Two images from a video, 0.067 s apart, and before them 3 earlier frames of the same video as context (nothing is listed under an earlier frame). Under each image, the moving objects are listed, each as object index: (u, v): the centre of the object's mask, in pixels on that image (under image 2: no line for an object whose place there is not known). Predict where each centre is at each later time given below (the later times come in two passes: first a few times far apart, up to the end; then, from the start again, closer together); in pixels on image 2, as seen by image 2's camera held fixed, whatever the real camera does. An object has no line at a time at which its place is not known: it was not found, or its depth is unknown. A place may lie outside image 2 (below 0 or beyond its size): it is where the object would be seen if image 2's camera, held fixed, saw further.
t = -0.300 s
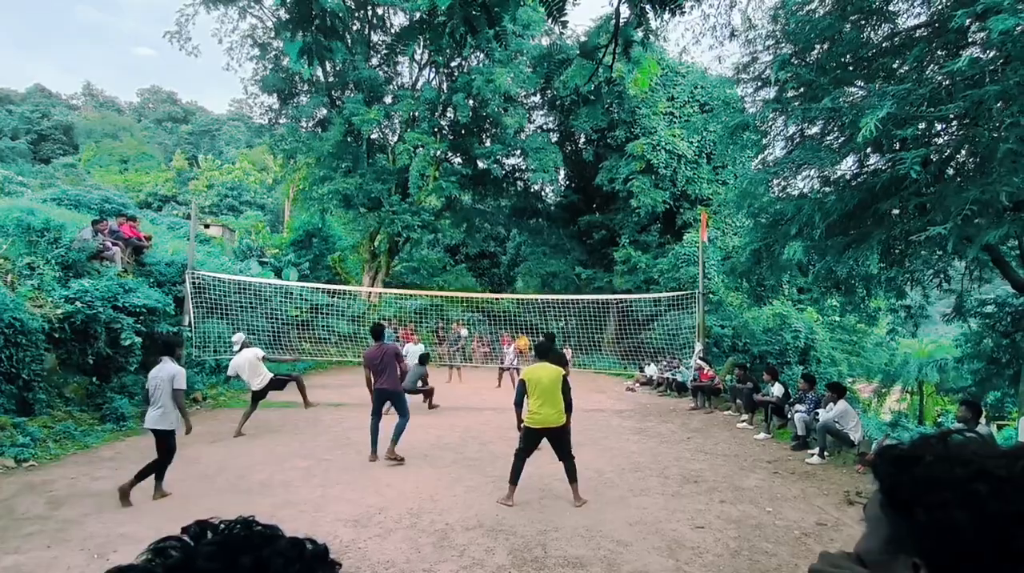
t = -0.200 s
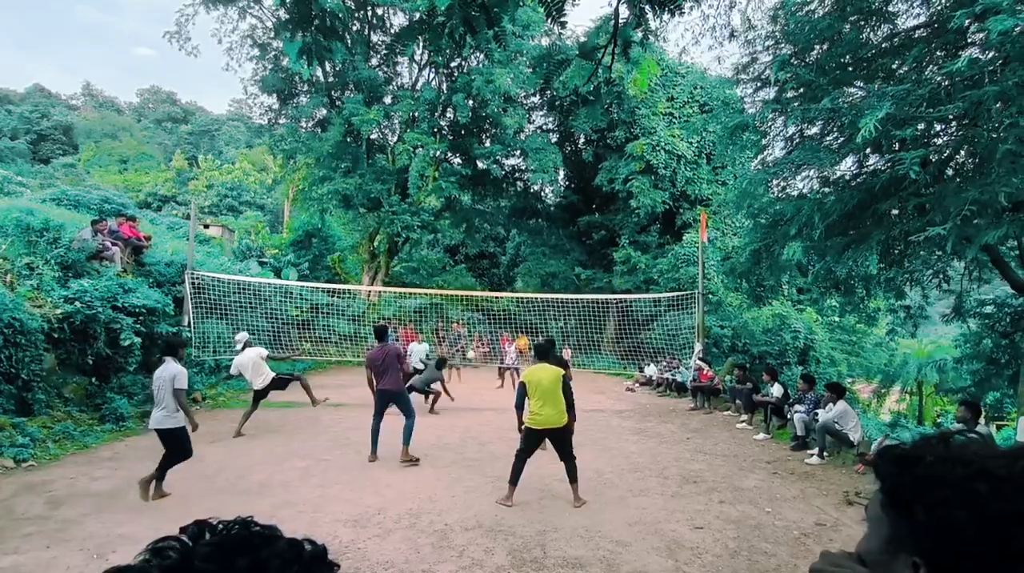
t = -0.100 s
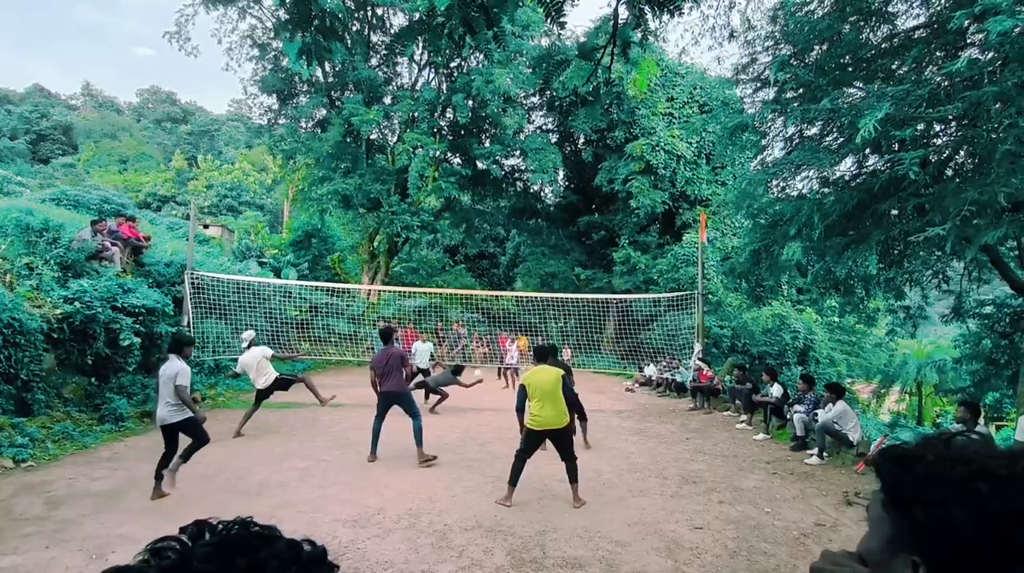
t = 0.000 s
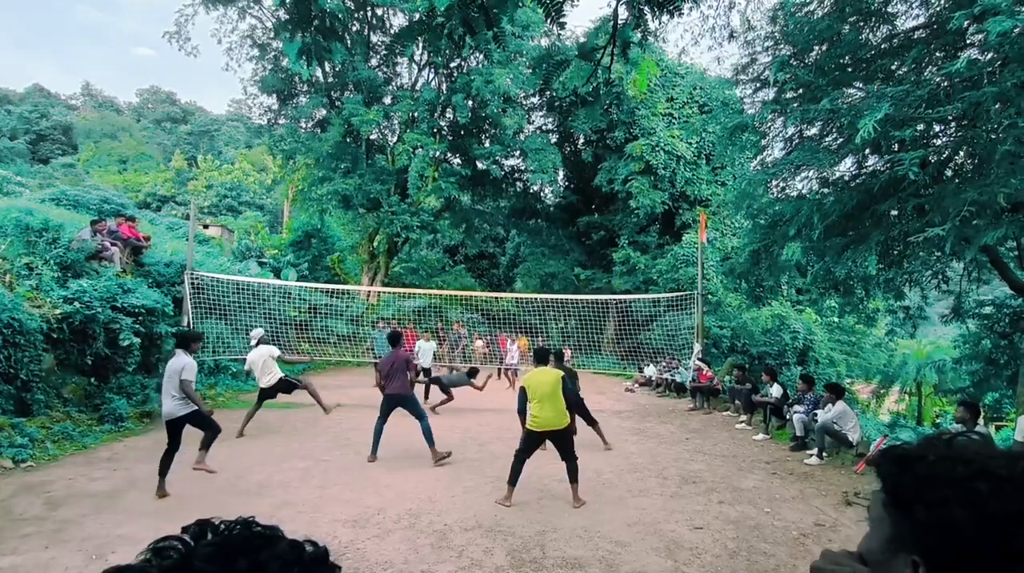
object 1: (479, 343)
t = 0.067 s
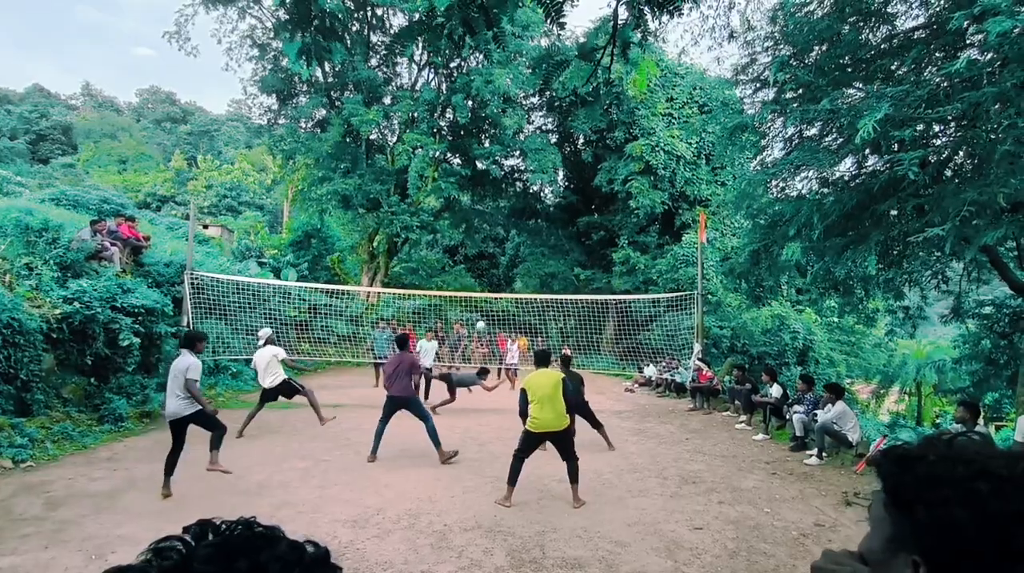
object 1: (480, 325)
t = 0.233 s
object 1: (483, 286)
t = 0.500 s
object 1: (486, 250)
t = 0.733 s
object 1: (488, 252)
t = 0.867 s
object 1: (489, 273)
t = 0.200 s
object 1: (483, 290)
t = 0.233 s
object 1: (483, 286)
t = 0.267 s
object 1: (483, 280)
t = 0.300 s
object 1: (484, 274)
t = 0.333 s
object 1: (484, 269)
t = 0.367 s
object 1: (485, 264)
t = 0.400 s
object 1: (485, 260)
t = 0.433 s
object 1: (485, 256)
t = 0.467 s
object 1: (486, 253)
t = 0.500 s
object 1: (486, 250)
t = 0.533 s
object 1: (486, 248)
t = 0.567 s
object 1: (487, 247)
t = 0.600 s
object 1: (487, 247)
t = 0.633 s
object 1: (487, 247)
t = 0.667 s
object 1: (487, 248)
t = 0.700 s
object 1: (488, 250)
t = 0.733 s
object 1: (488, 252)
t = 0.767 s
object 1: (489, 256)
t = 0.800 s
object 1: (489, 260)
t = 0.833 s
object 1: (489, 266)
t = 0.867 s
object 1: (489, 273)
